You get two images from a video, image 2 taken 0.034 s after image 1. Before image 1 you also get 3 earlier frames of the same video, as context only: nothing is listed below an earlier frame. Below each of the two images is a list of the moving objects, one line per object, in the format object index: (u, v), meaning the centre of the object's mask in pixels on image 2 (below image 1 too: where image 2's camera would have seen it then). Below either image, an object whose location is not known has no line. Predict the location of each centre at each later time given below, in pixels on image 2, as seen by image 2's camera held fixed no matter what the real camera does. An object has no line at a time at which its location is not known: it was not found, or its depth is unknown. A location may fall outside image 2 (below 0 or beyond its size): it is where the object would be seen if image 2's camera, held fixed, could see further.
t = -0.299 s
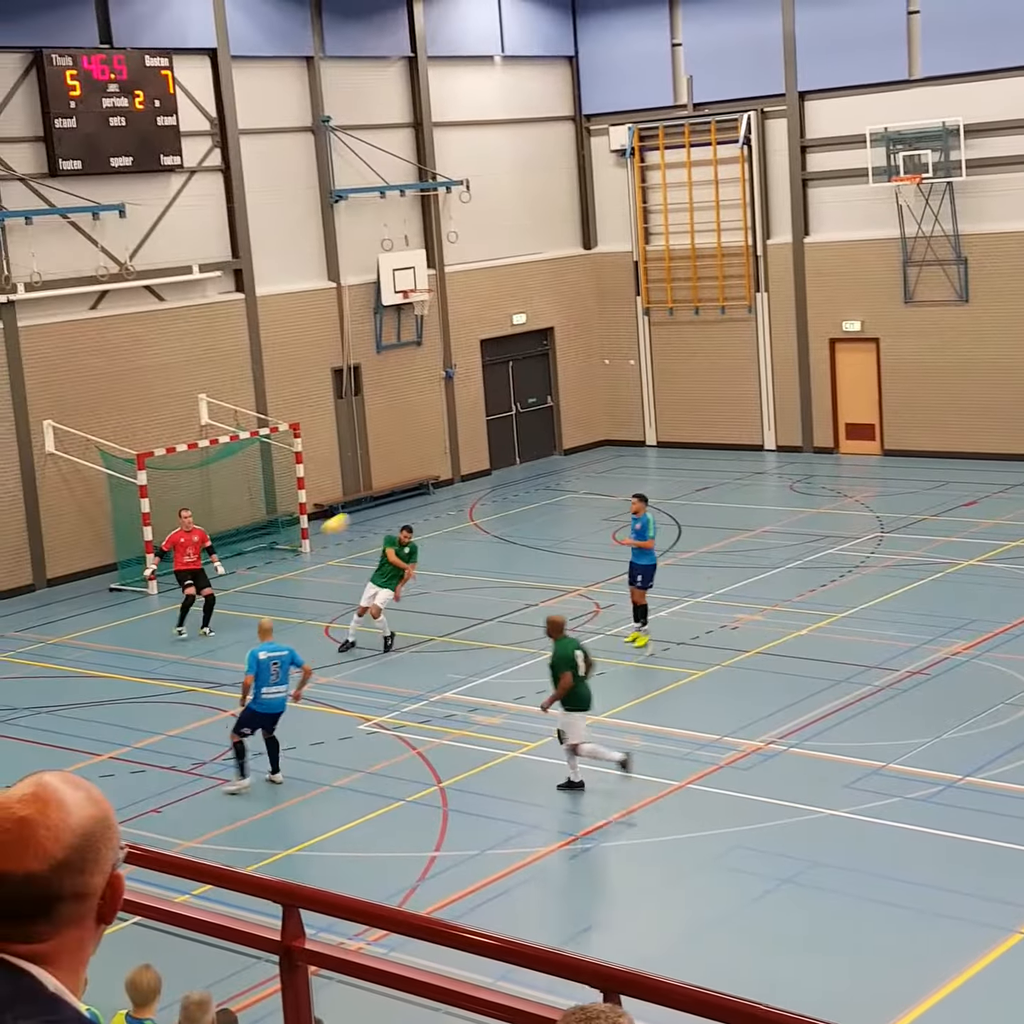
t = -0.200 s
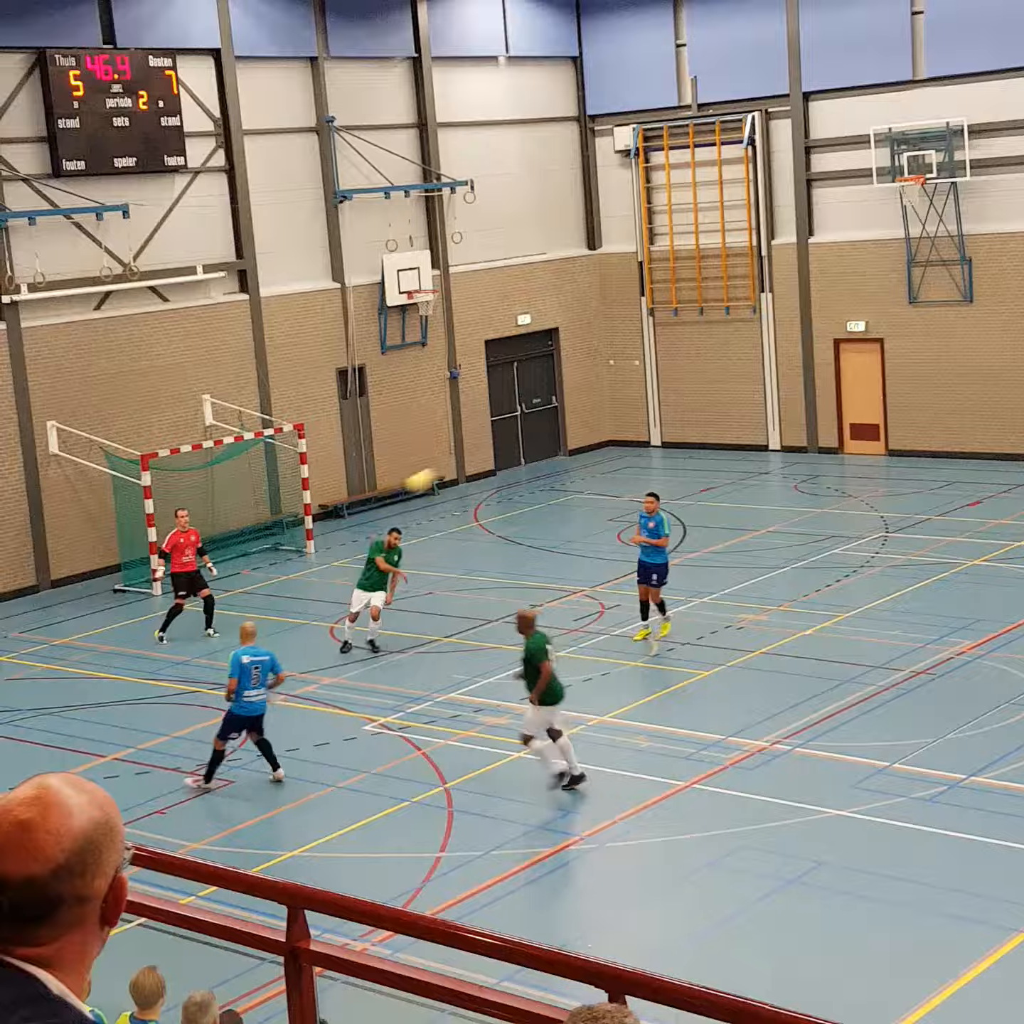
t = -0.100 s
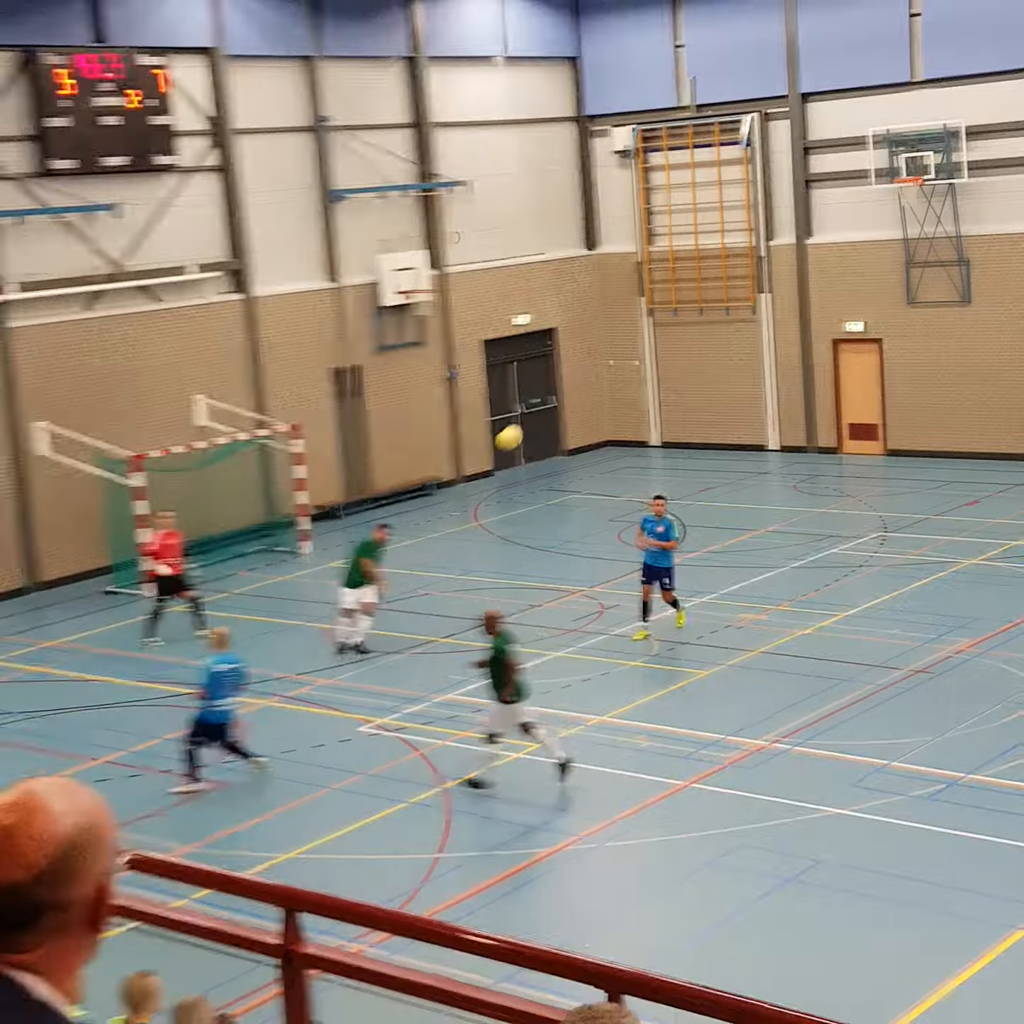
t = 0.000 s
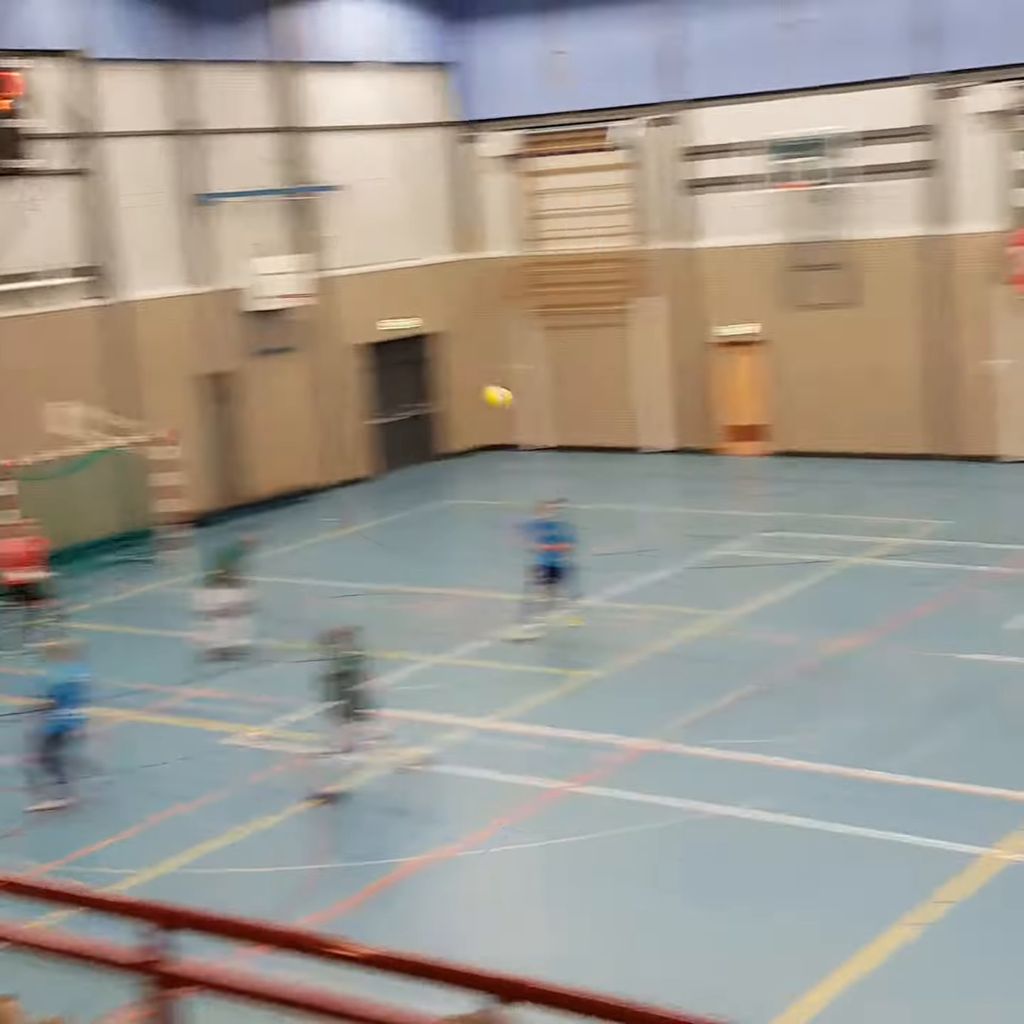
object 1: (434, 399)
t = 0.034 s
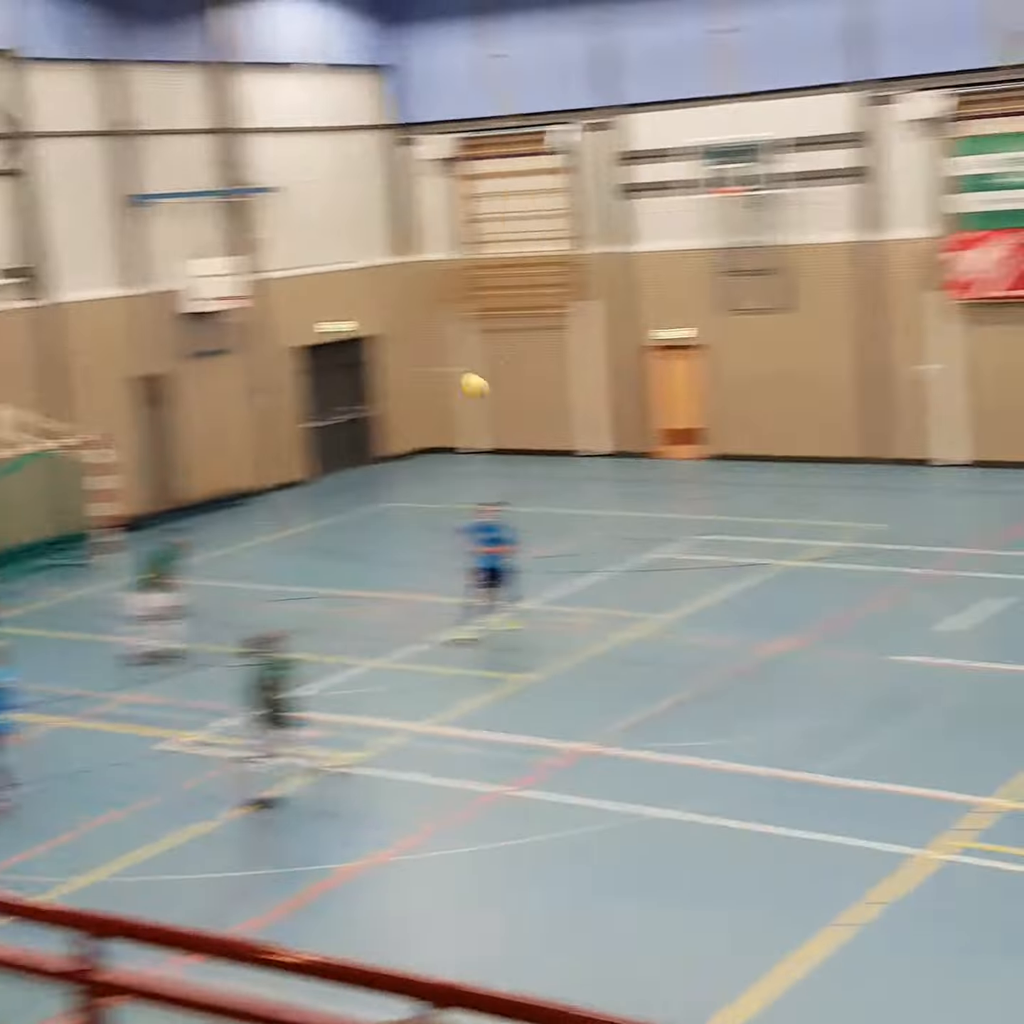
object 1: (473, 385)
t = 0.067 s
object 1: (515, 371)
